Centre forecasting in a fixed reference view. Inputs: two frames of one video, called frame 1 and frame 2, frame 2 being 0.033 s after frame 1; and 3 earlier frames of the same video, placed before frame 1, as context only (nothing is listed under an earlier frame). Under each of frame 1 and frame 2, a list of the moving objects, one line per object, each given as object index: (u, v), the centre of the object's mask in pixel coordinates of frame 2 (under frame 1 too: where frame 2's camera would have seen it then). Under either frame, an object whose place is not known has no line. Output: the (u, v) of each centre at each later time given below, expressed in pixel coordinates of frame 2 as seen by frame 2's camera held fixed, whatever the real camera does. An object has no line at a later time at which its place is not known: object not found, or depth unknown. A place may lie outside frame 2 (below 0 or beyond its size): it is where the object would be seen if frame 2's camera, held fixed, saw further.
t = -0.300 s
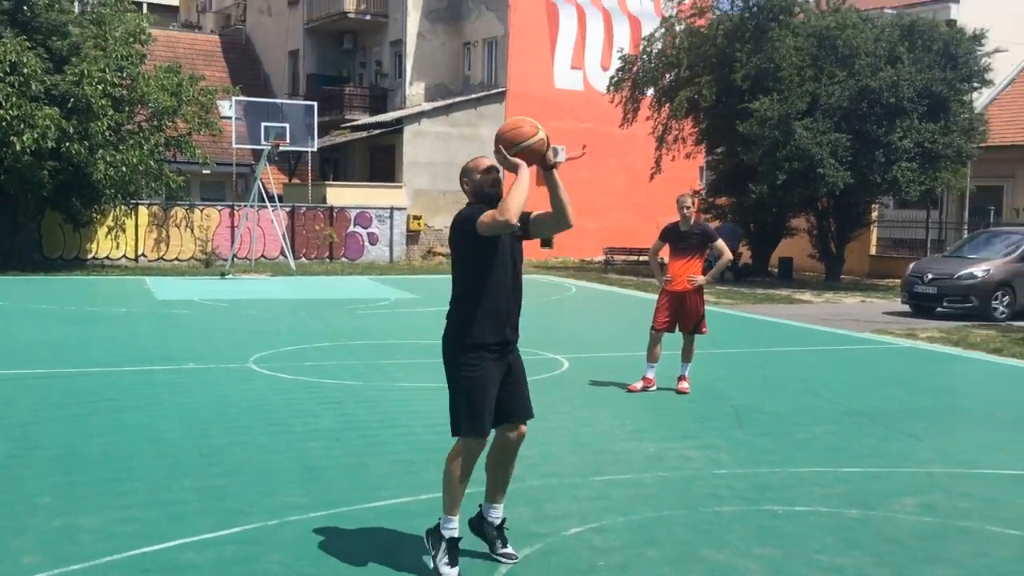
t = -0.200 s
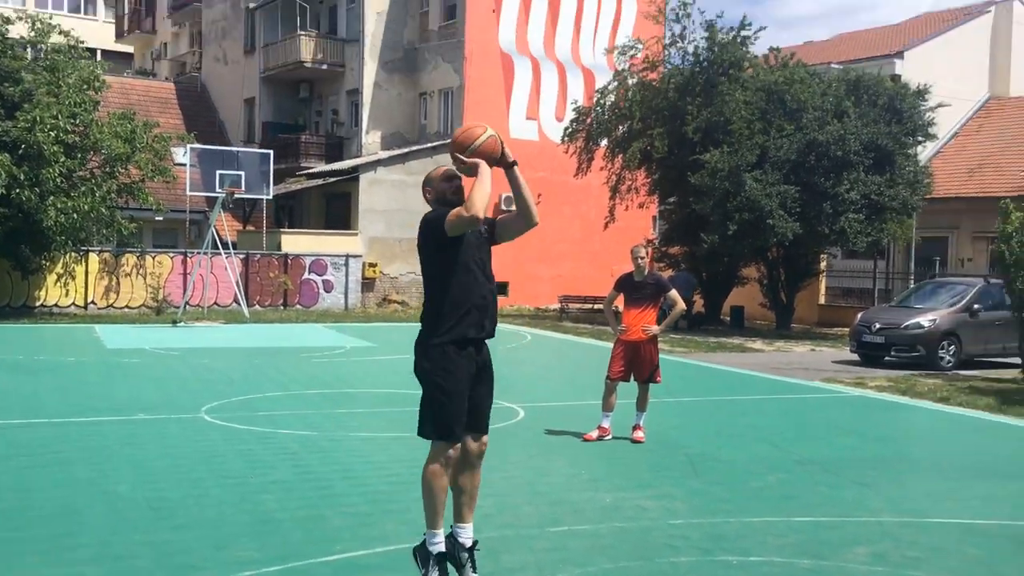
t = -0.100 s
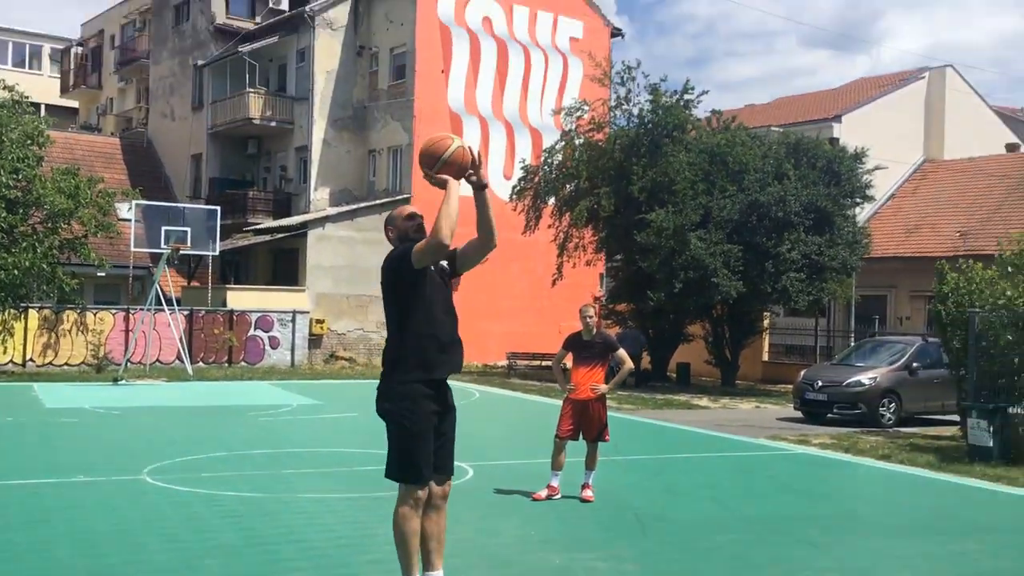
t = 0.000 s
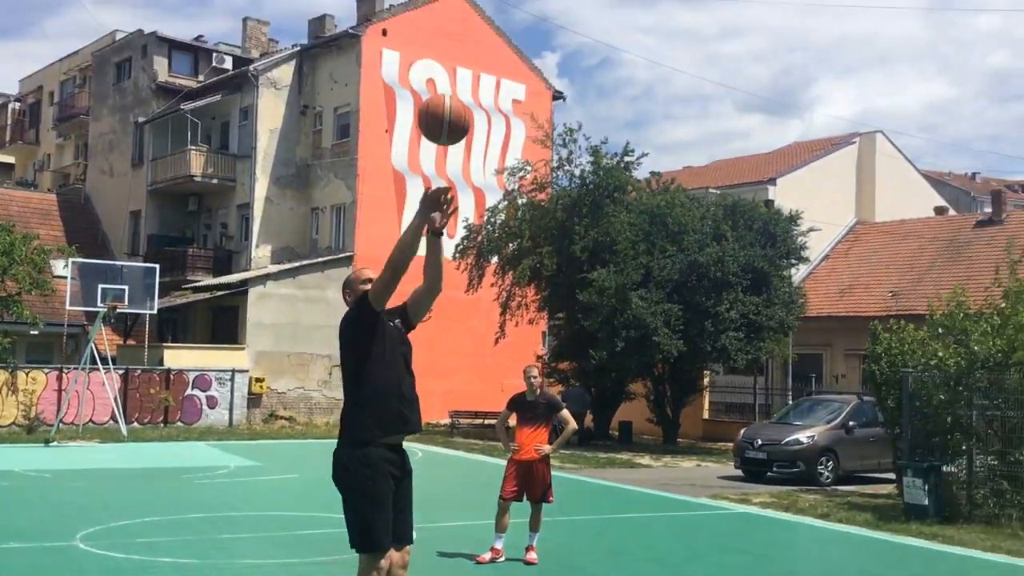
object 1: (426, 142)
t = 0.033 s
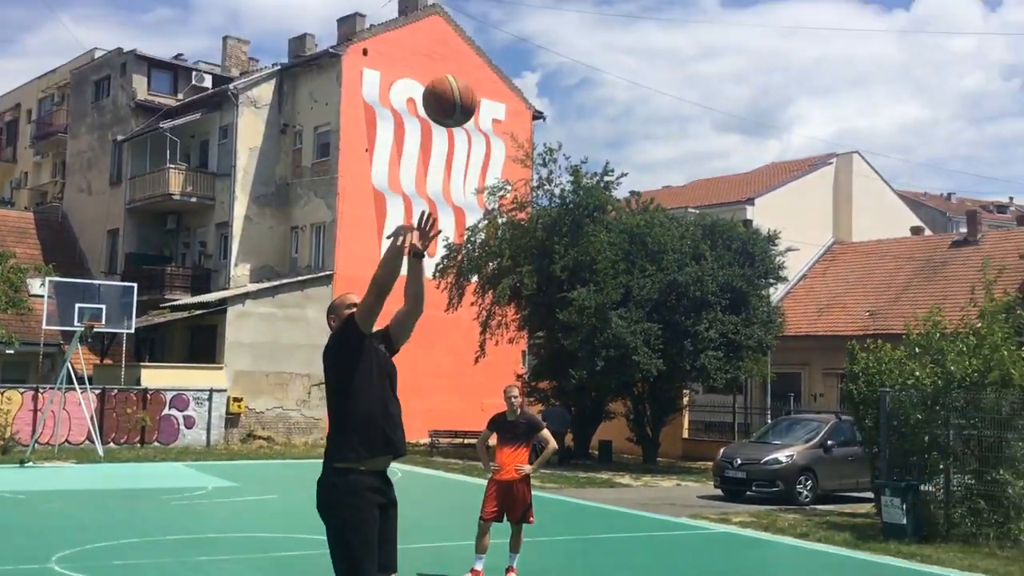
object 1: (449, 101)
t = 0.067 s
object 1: (475, 62)
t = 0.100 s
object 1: (501, 26)
